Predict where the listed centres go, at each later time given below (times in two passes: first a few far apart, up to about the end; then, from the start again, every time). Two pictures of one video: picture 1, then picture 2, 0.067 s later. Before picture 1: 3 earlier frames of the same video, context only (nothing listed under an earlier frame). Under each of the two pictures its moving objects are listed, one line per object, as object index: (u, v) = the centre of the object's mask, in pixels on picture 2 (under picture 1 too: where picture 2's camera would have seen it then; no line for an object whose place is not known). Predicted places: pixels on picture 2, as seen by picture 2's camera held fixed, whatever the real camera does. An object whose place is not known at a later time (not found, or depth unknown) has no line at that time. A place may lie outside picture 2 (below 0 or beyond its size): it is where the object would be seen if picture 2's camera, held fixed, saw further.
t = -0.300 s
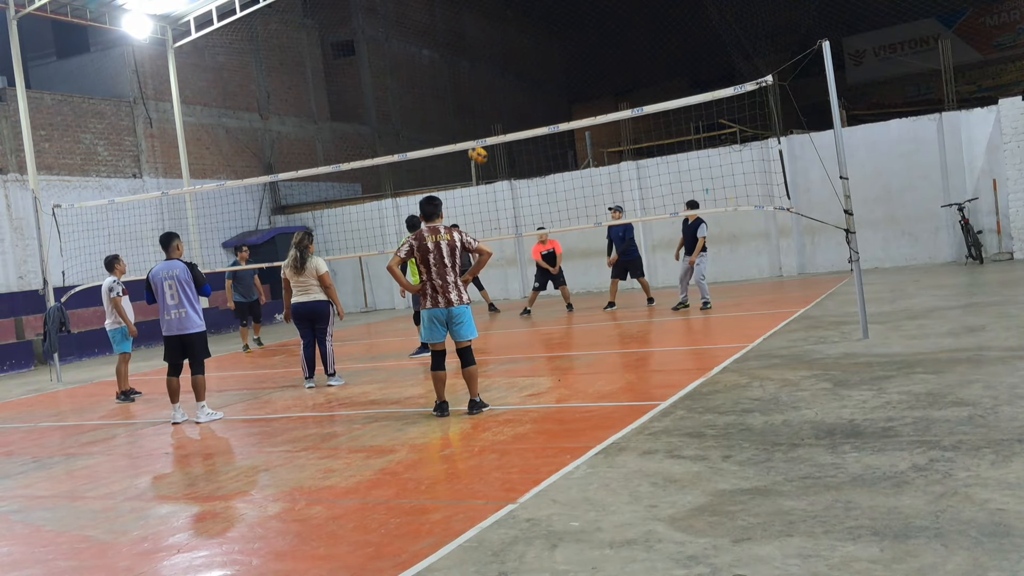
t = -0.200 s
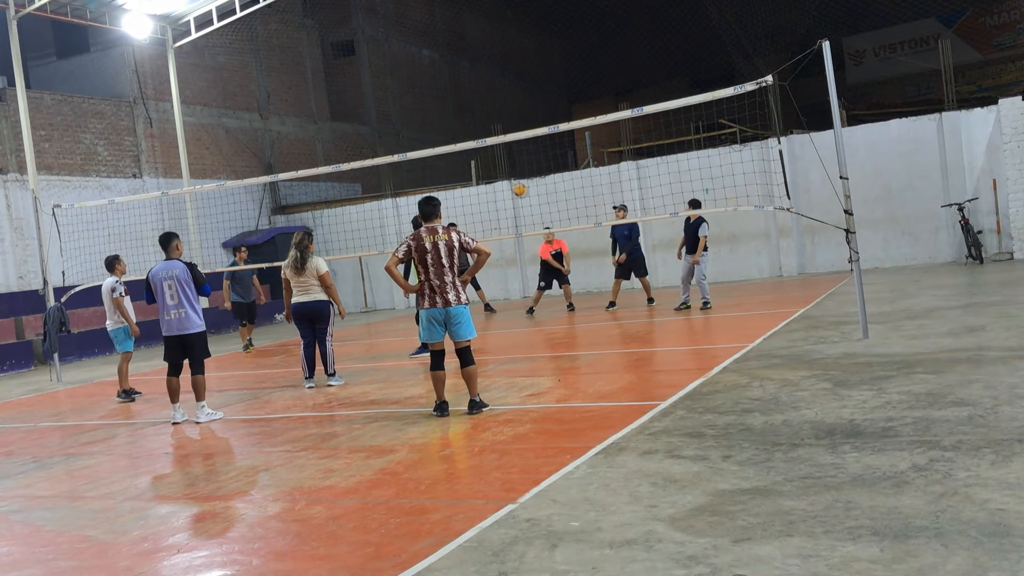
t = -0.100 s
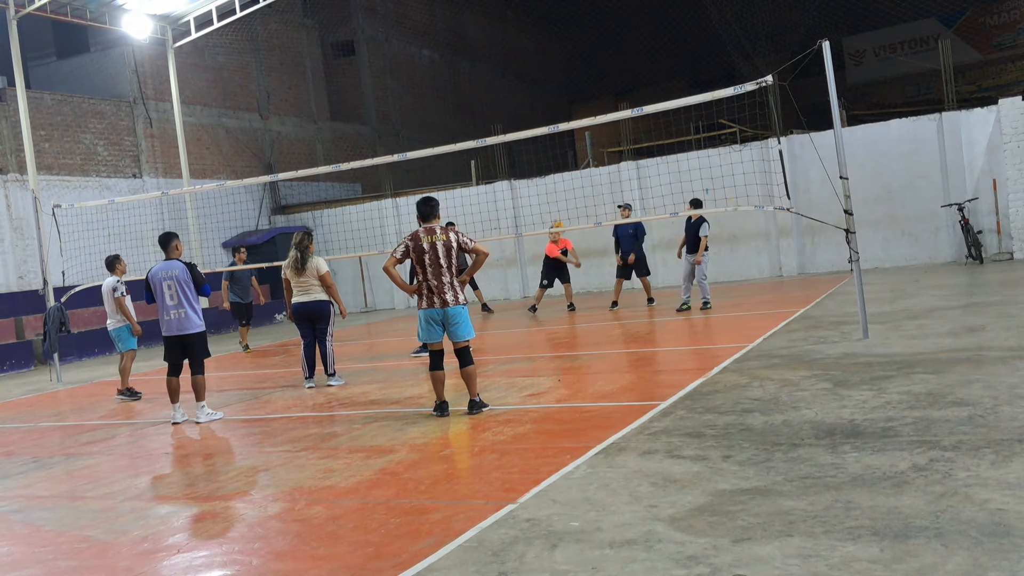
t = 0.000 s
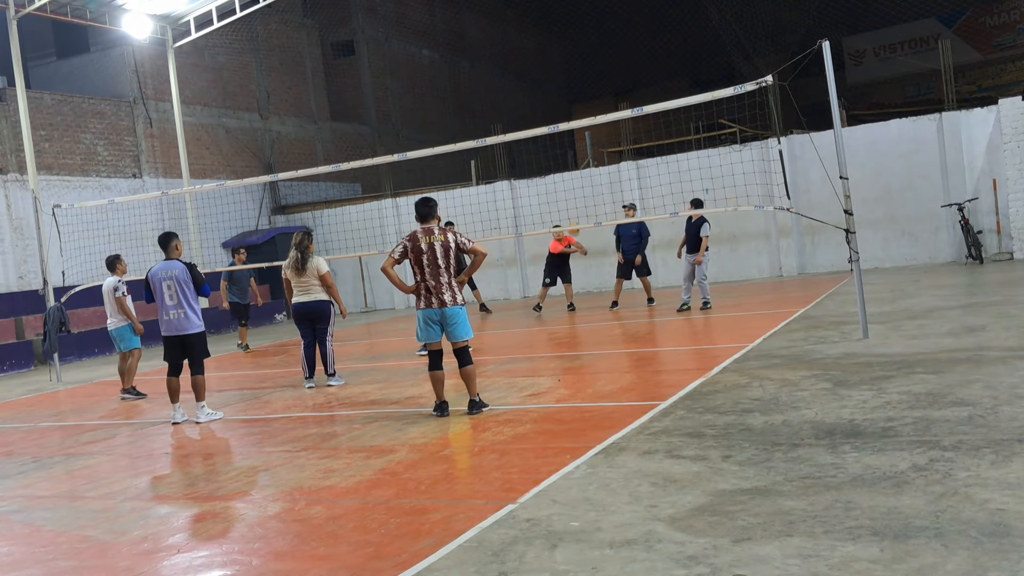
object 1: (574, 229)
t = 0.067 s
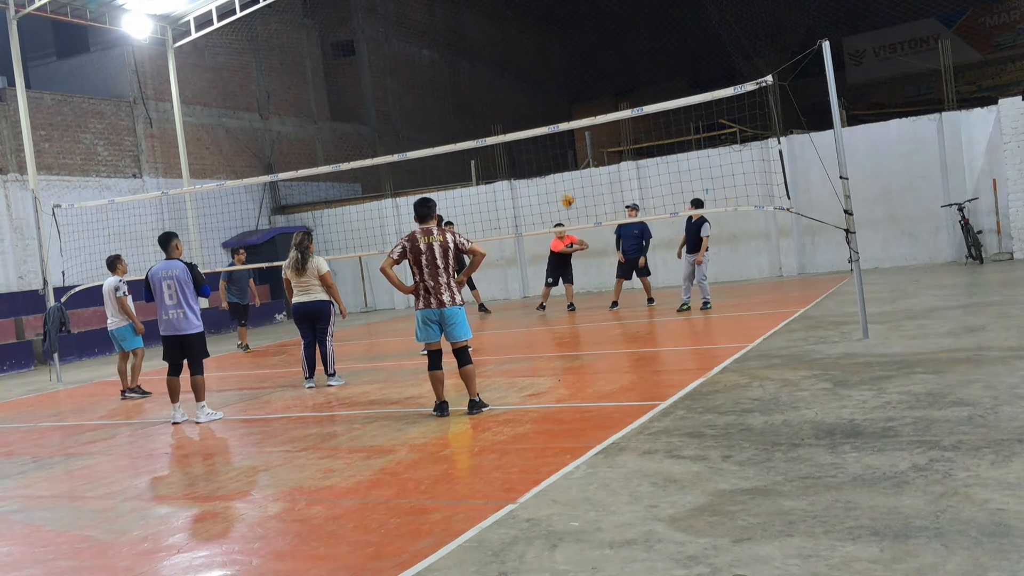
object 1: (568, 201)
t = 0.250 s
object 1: (552, 138)
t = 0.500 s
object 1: (534, 77)
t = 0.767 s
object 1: (518, 59)
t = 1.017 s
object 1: (507, 89)
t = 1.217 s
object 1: (503, 150)
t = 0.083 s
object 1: (566, 194)
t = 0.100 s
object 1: (565, 188)
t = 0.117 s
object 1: (563, 181)
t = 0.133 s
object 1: (561, 174)
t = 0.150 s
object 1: (560, 168)
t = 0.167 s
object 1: (558, 163)
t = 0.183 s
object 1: (557, 158)
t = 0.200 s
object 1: (555, 152)
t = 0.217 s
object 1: (554, 146)
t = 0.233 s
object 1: (553, 142)
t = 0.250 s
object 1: (552, 138)
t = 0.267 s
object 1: (550, 132)
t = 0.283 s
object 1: (548, 122)
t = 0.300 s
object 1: (547, 120)
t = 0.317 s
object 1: (546, 117)
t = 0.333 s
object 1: (545, 112)
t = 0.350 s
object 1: (544, 108)
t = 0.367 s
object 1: (543, 104)
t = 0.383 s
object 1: (541, 100)
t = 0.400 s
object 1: (540, 96)
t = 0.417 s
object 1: (539, 93)
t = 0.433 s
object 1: (538, 90)
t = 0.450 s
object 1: (537, 86)
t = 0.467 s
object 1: (536, 83)
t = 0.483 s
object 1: (535, 80)
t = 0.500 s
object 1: (534, 77)
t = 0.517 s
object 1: (533, 75)
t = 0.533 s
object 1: (532, 73)
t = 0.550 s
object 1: (531, 70)
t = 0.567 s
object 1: (529, 68)
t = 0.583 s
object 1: (528, 67)
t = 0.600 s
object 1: (527, 65)
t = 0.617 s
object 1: (526, 63)
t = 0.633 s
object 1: (525, 62)
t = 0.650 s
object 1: (525, 61)
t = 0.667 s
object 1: (524, 60)
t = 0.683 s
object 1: (523, 60)
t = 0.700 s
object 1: (522, 59)
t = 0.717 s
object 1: (521, 59)
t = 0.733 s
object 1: (520, 59)
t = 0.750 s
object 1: (519, 59)
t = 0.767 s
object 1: (518, 59)
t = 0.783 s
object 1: (517, 60)
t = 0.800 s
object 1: (517, 60)
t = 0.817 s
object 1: (516, 61)
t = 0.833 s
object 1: (515, 62)
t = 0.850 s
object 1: (514, 64)
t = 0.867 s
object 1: (513, 65)
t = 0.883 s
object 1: (513, 67)
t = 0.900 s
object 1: (512, 69)
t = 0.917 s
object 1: (511, 71)
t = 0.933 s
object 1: (510, 74)
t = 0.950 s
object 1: (510, 76)
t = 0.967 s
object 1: (509, 79)
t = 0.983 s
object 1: (508, 82)
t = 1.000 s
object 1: (508, 85)
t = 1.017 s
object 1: (507, 89)
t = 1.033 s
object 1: (507, 93)
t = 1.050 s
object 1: (506, 97)
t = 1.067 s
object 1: (506, 101)
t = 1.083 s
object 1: (505, 105)
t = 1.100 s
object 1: (505, 110)
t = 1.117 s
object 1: (504, 115)
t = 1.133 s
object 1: (504, 121)
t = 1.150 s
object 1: (503, 126)
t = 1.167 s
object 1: (503, 129)
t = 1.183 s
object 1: (503, 134)
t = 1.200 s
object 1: (503, 147)
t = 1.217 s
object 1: (503, 150)
